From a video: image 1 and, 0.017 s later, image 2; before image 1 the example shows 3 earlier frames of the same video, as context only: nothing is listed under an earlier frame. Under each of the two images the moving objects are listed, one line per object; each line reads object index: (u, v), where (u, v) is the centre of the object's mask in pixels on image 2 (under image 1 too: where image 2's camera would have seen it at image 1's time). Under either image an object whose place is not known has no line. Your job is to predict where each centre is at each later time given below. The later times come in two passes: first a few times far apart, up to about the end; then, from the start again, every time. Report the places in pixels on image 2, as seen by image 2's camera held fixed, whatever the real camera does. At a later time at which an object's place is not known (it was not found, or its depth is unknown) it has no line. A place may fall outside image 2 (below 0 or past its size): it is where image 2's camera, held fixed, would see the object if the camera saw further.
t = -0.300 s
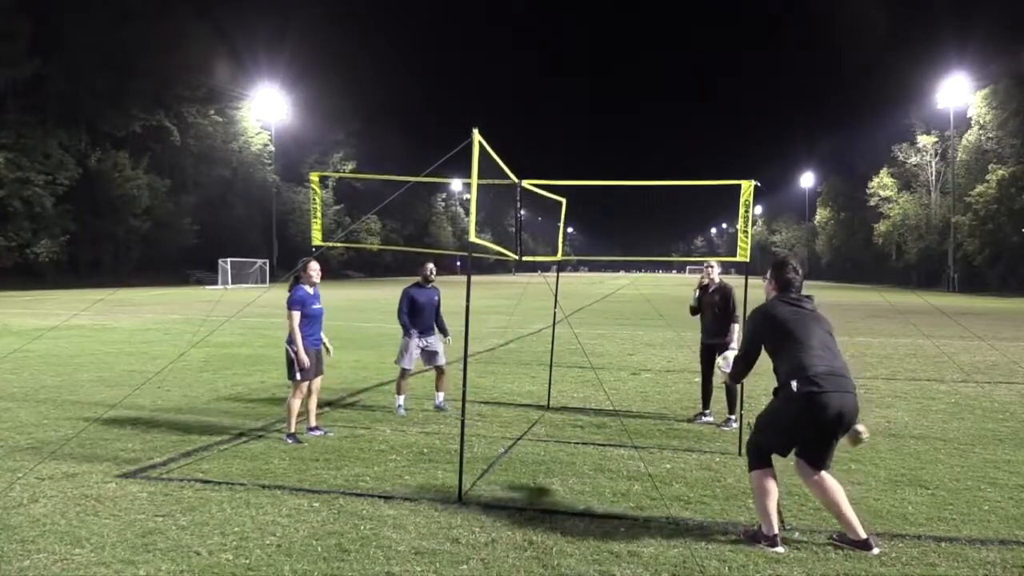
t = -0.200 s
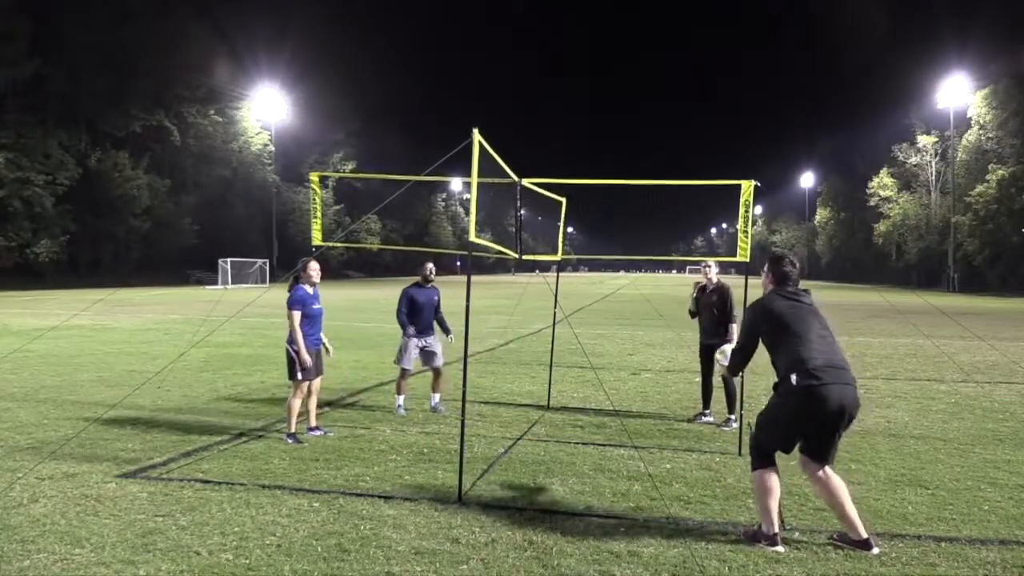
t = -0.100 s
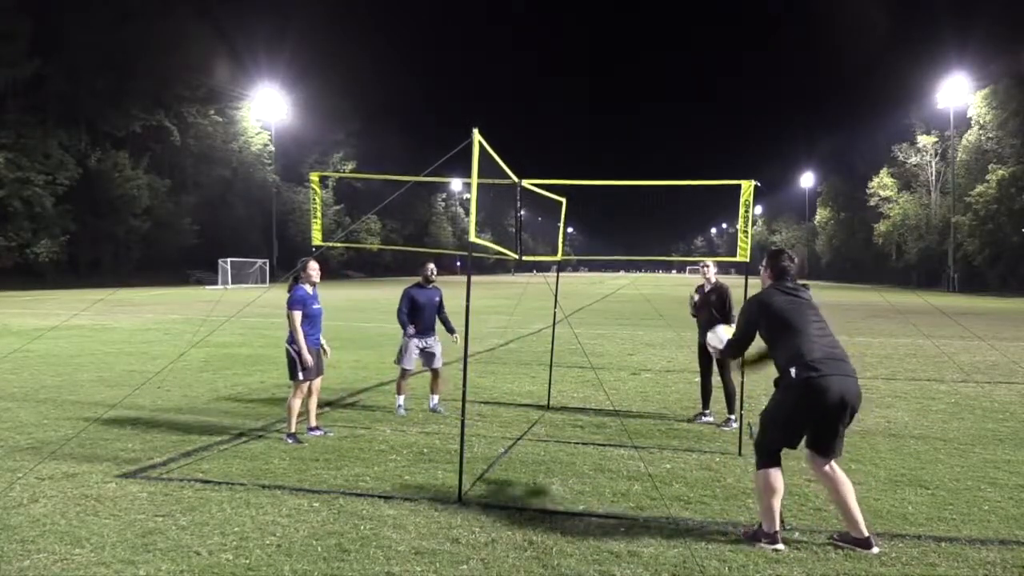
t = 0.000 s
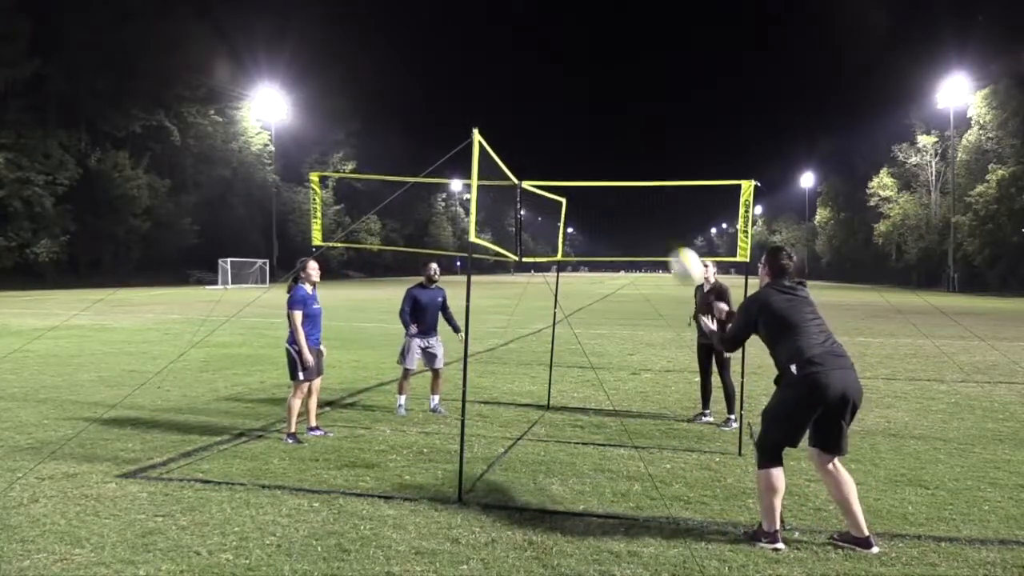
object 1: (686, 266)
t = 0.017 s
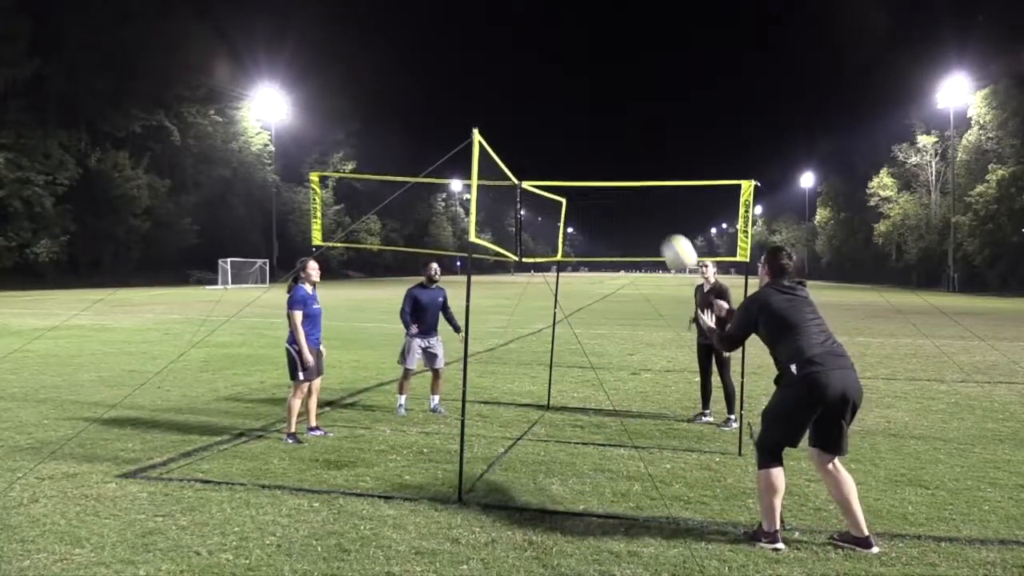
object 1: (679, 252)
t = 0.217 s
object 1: (597, 135)
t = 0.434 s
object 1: (514, 78)
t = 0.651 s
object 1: (438, 87)
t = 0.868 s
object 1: (367, 155)
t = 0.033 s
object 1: (672, 240)
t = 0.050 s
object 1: (665, 230)
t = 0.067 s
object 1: (658, 218)
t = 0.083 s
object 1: (651, 207)
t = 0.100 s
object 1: (644, 197)
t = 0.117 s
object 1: (638, 186)
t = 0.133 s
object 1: (630, 177)
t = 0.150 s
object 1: (624, 166)
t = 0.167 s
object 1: (617, 159)
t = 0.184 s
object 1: (610, 151)
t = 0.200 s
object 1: (603, 143)
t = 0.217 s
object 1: (597, 135)
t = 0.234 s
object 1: (590, 129)
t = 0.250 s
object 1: (584, 122)
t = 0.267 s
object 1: (577, 116)
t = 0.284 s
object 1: (570, 110)
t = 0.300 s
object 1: (564, 105)
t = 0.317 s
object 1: (558, 100)
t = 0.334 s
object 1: (551, 96)
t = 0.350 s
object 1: (545, 92)
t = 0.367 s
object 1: (538, 88)
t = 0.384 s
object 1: (532, 85)
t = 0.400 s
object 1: (526, 82)
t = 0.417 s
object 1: (520, 80)
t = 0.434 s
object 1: (514, 78)
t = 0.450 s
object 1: (508, 77)
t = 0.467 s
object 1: (502, 75)
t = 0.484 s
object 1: (496, 75)
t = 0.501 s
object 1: (489, 74)
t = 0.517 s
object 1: (483, 74)
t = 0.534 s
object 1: (478, 74)
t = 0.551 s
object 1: (472, 75)
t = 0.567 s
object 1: (466, 76)
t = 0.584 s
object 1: (460, 78)
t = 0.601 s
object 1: (454, 80)
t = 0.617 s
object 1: (449, 82)
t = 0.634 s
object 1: (443, 84)
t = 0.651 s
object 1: (438, 87)
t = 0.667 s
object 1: (432, 90)
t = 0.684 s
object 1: (426, 94)
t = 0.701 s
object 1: (420, 97)
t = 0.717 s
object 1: (415, 101)
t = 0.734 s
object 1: (409, 106)
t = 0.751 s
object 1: (404, 111)
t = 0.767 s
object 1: (398, 116)
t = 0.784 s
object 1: (393, 122)
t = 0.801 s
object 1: (388, 128)
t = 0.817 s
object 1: (382, 134)
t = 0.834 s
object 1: (377, 141)
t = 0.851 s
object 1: (372, 148)
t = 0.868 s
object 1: (367, 155)
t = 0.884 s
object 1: (362, 162)
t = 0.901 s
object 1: (357, 171)
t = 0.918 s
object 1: (352, 179)
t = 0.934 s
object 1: (346, 188)
